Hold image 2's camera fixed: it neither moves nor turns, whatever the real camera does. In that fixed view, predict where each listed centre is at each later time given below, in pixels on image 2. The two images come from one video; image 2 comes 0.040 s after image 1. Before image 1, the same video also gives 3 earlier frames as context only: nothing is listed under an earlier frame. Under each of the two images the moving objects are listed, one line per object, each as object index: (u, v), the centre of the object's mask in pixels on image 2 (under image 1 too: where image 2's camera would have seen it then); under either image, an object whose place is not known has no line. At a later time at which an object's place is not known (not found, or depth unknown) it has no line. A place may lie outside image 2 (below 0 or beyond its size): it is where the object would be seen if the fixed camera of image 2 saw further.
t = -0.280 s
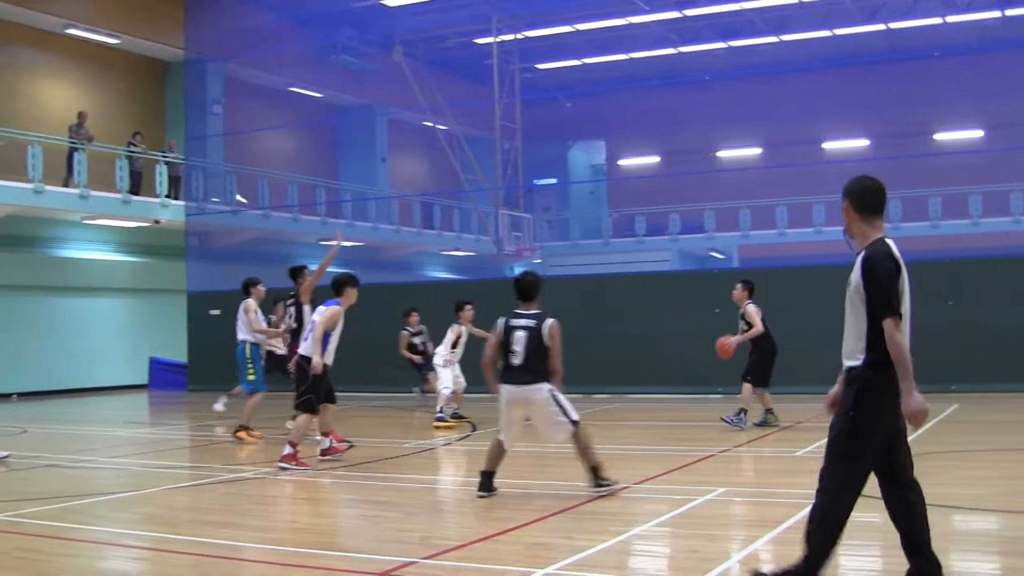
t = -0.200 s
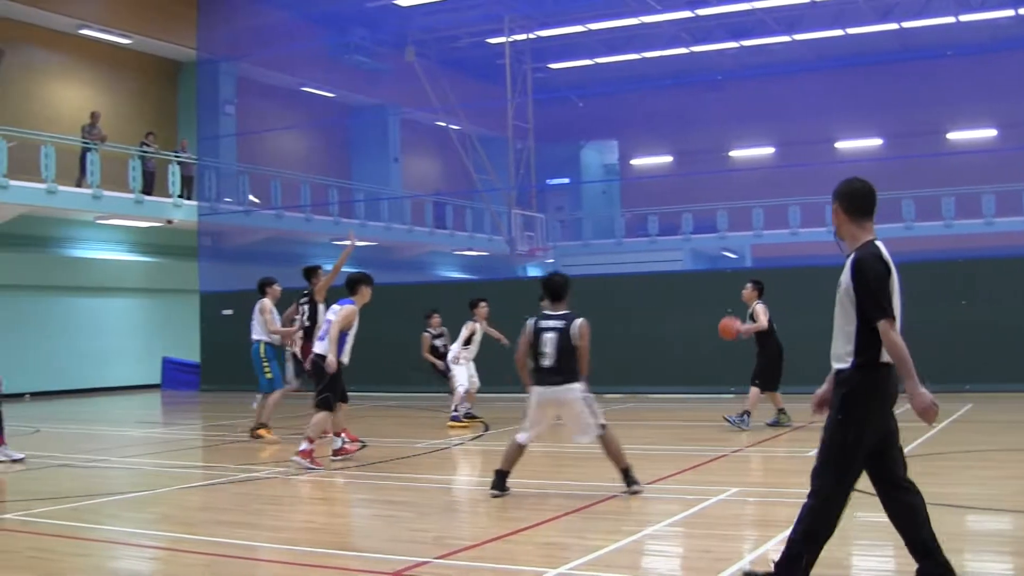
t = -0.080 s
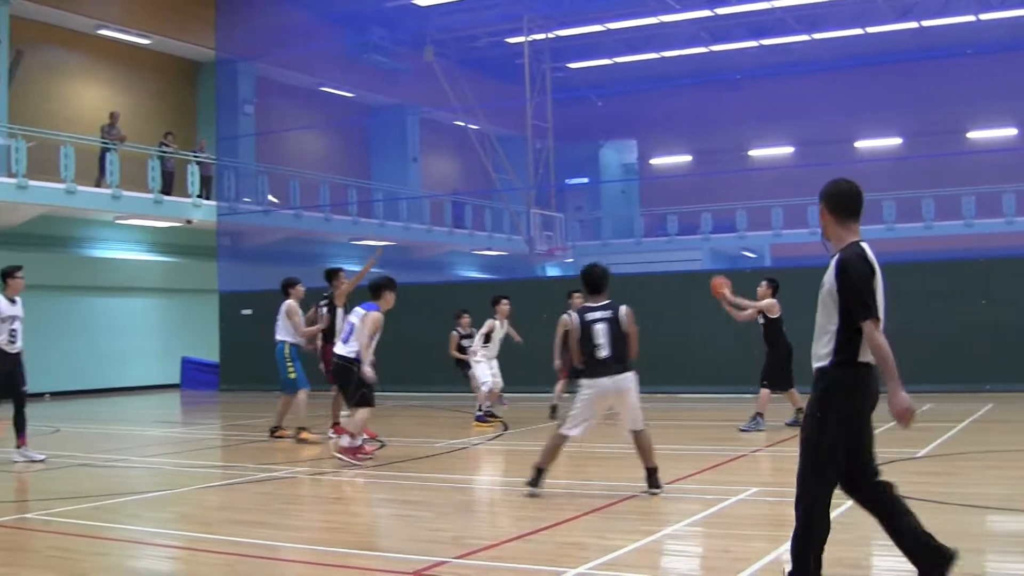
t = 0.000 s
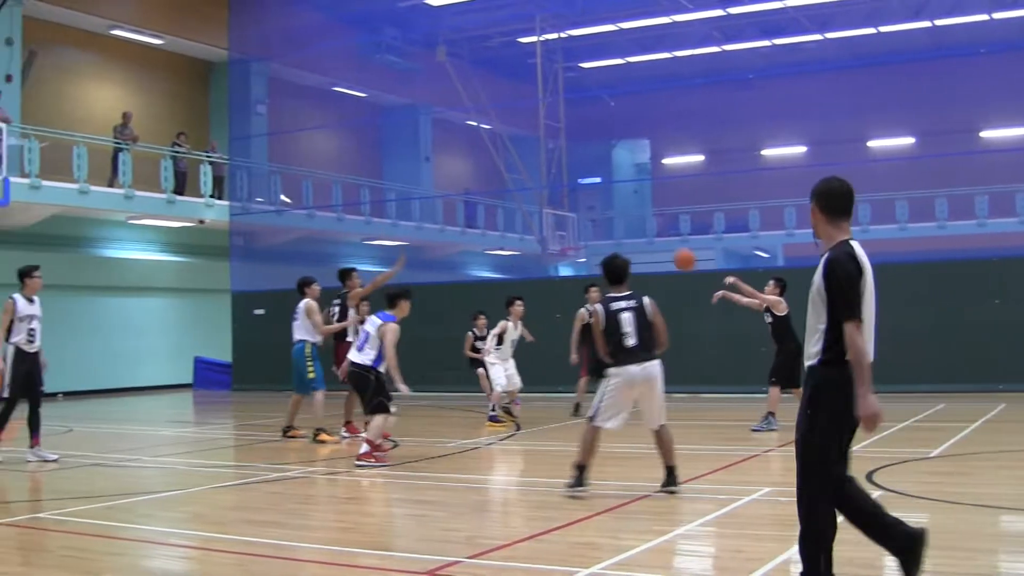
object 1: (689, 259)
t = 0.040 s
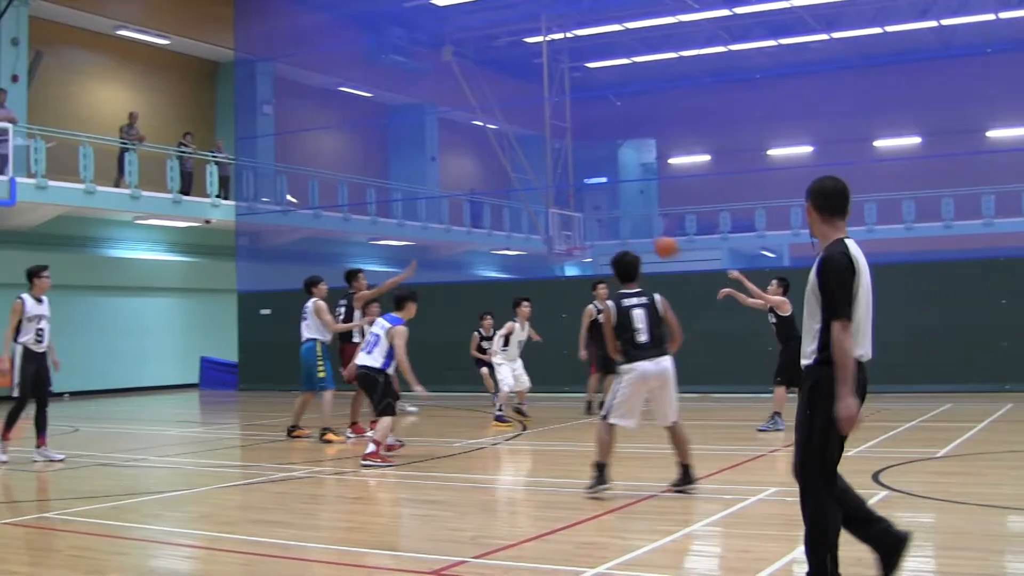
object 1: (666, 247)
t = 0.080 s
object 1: (640, 236)
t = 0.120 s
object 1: (617, 228)
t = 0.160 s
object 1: (596, 219)
